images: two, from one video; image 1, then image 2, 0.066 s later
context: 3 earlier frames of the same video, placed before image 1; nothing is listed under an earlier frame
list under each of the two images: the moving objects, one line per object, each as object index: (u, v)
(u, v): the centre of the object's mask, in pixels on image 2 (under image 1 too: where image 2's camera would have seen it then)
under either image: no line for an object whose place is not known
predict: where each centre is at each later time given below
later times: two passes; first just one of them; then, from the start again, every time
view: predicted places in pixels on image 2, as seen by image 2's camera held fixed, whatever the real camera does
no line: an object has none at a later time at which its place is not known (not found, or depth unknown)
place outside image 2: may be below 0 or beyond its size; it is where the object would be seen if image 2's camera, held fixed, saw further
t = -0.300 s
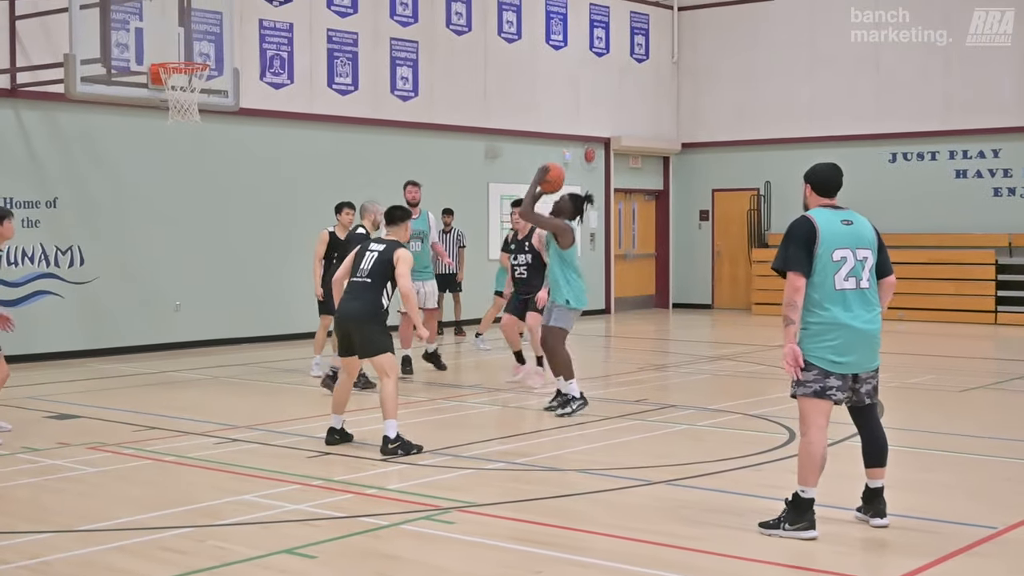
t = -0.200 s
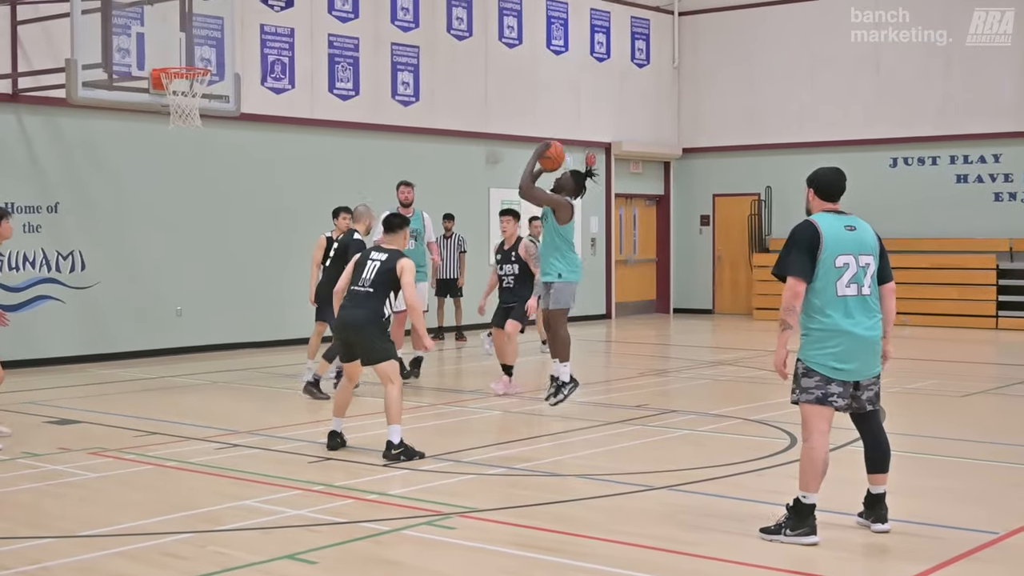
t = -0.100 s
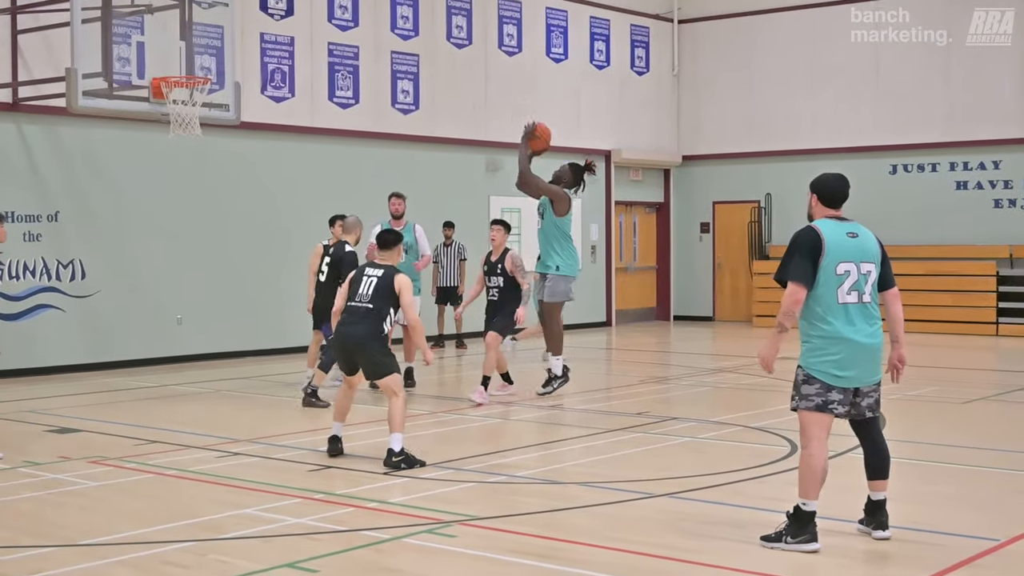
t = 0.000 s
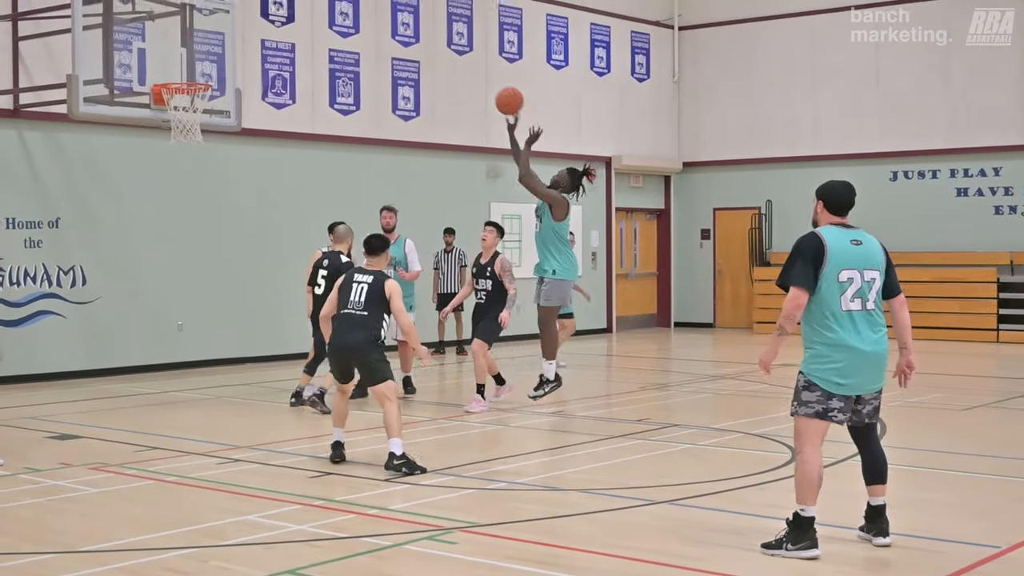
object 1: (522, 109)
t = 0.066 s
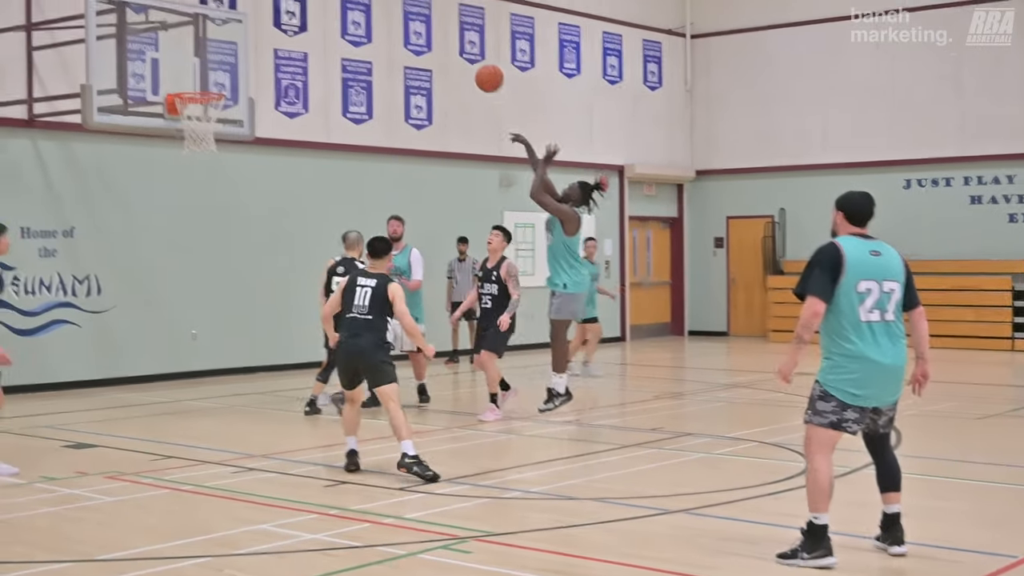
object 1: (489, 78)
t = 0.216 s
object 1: (422, 29)
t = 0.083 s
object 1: (481, 71)
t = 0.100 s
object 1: (473, 65)
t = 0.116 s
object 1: (466, 58)
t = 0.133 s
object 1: (458, 53)
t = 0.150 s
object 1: (450, 47)
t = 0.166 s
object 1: (443, 42)
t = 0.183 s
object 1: (436, 37)
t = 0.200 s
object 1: (429, 33)
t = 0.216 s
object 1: (422, 29)
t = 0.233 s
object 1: (414, 24)
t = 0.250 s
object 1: (407, 22)
